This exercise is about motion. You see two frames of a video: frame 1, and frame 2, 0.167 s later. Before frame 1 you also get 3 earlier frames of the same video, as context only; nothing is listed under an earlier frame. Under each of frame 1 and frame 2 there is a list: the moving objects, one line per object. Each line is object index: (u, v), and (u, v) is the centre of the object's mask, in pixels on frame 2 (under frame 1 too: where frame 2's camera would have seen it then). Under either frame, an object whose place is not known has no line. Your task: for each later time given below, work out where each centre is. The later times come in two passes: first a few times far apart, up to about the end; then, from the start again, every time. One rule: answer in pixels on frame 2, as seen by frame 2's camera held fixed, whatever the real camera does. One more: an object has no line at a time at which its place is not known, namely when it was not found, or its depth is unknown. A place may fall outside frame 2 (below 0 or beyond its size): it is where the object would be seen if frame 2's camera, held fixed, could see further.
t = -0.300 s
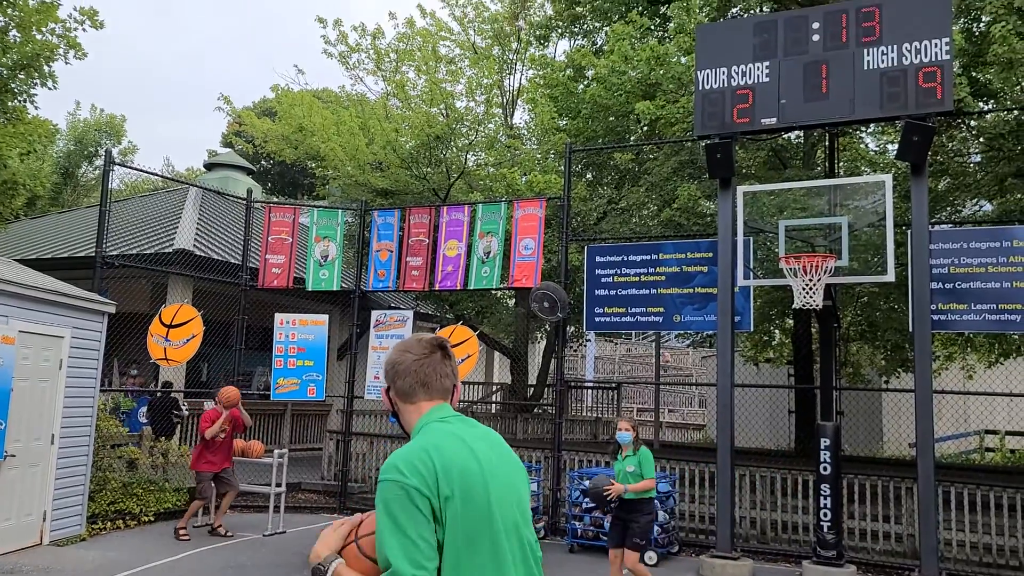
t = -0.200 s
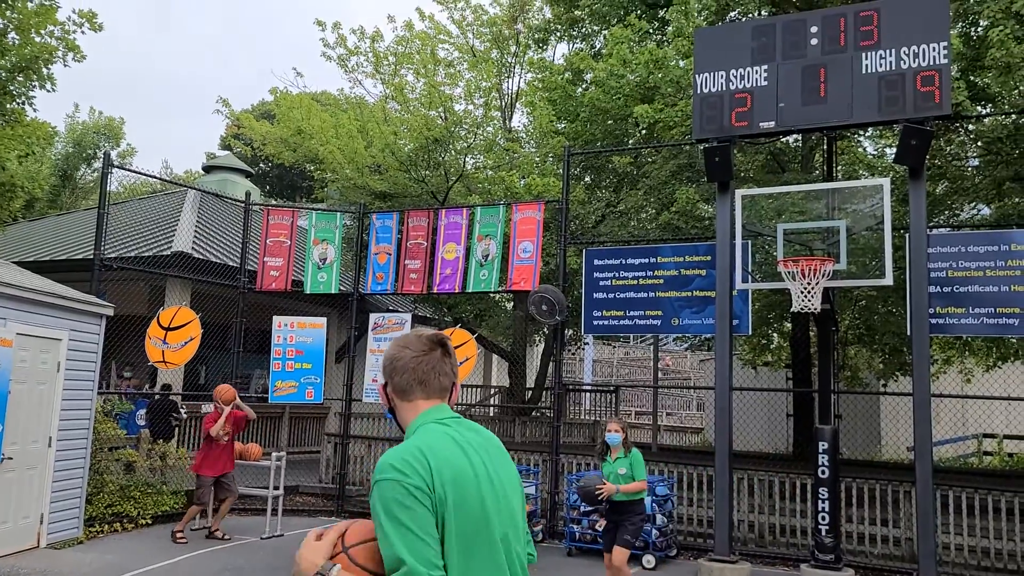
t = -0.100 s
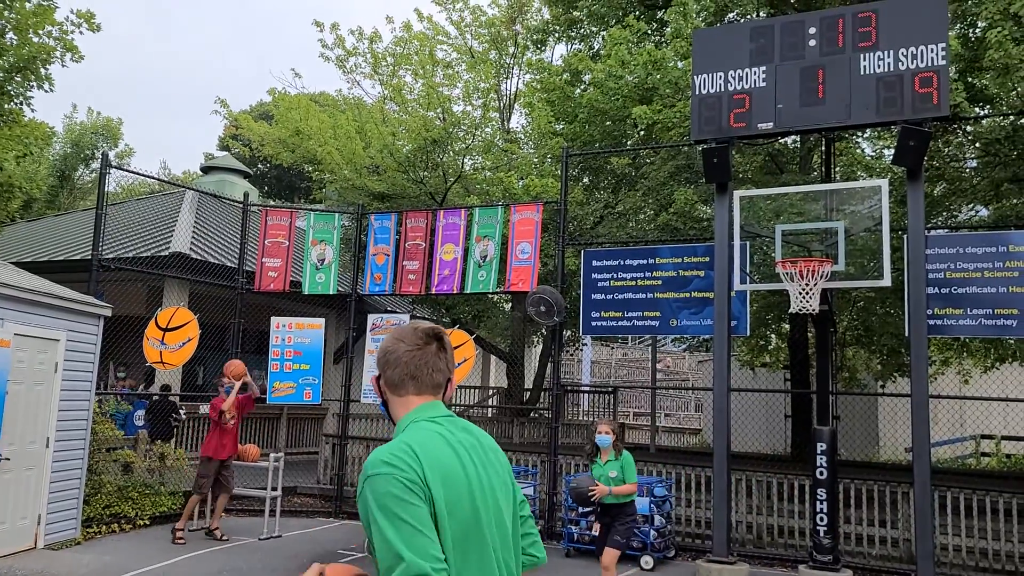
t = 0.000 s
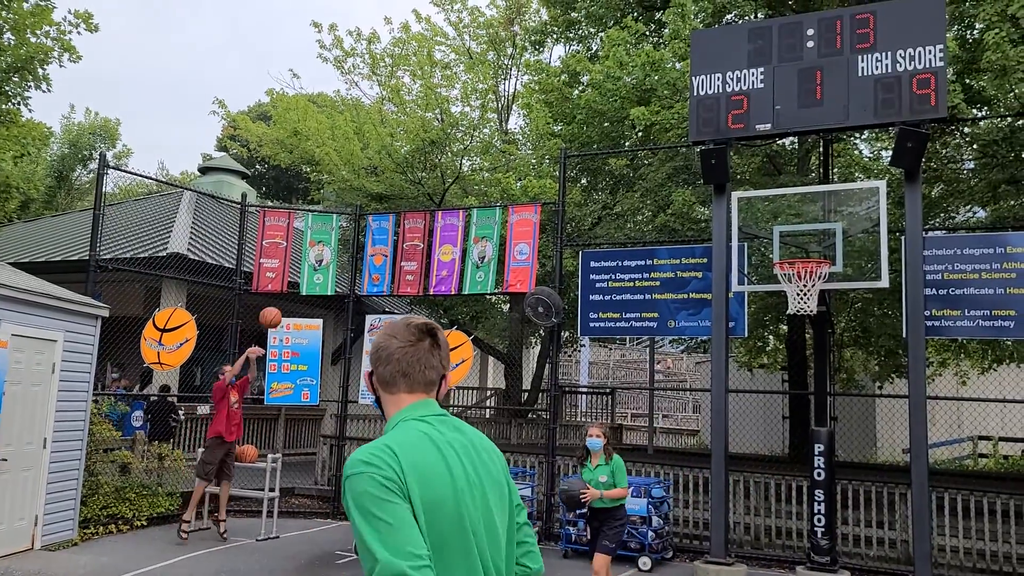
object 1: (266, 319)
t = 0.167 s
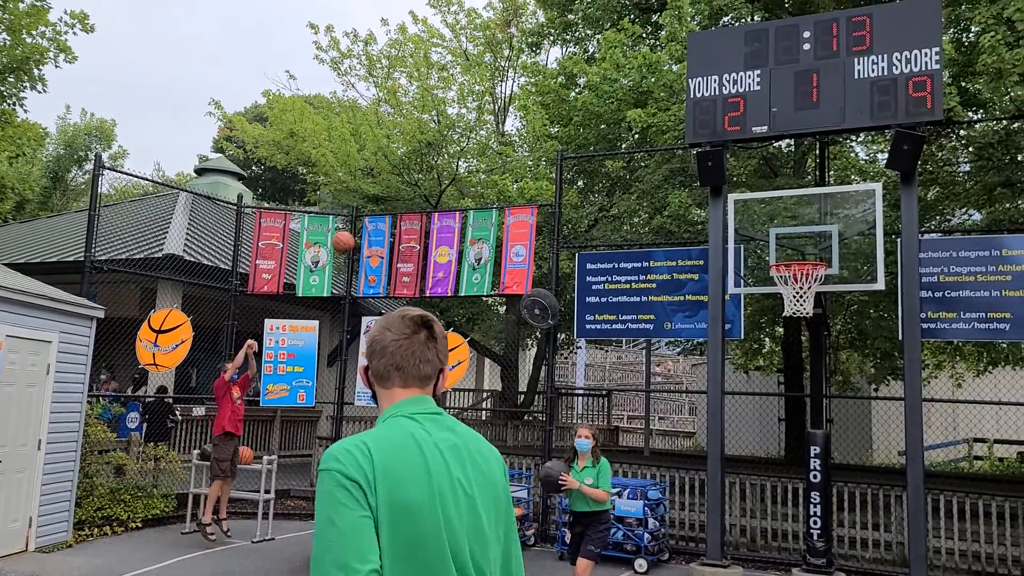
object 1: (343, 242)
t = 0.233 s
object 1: (374, 217)
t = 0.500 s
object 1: (497, 157)
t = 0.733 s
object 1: (610, 156)
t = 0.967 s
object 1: (730, 208)
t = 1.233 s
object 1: (815, 276)
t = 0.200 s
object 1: (358, 229)
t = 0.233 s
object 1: (374, 217)
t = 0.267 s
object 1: (389, 206)
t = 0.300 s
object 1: (405, 196)
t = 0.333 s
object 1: (420, 188)
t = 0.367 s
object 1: (435, 179)
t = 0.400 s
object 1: (450, 172)
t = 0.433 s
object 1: (466, 166)
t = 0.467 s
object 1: (482, 161)
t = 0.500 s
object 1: (497, 157)
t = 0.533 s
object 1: (513, 153)
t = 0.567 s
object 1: (529, 152)
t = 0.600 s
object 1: (545, 150)
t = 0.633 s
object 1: (561, 150)
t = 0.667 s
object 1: (577, 150)
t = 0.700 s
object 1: (594, 153)
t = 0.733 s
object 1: (610, 156)
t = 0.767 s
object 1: (627, 159)
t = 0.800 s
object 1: (643, 164)
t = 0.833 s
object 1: (660, 171)
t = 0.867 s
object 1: (678, 178)
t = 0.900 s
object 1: (695, 187)
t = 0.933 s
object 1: (712, 197)
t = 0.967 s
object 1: (730, 208)
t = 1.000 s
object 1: (748, 221)
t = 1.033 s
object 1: (766, 235)
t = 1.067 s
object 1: (785, 249)
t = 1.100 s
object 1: (802, 266)
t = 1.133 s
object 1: (809, 272)
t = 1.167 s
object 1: (816, 276)
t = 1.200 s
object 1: (814, 277)
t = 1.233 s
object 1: (815, 276)
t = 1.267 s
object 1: (809, 275)
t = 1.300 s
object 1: (800, 274)
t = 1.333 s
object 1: (797, 273)
